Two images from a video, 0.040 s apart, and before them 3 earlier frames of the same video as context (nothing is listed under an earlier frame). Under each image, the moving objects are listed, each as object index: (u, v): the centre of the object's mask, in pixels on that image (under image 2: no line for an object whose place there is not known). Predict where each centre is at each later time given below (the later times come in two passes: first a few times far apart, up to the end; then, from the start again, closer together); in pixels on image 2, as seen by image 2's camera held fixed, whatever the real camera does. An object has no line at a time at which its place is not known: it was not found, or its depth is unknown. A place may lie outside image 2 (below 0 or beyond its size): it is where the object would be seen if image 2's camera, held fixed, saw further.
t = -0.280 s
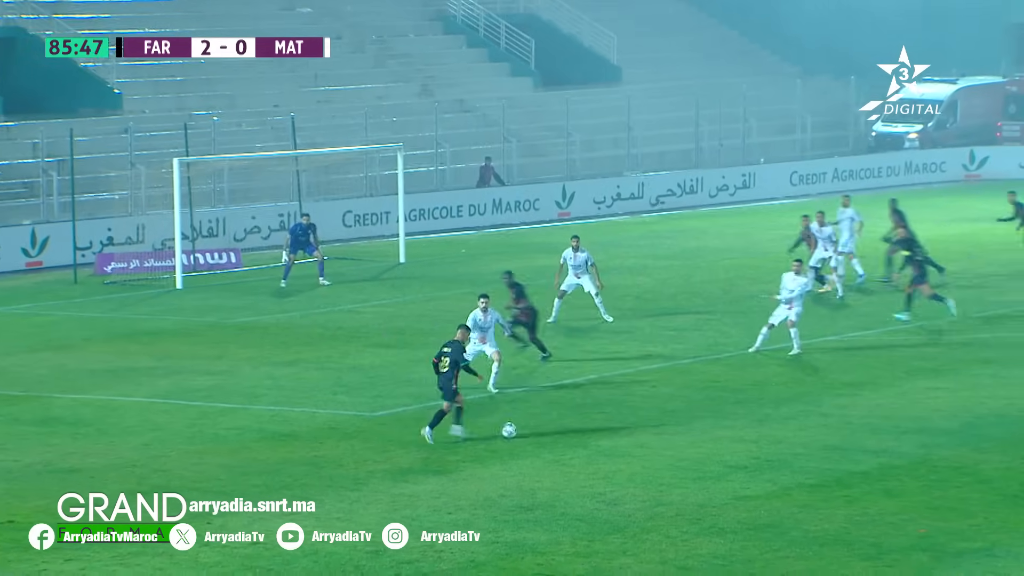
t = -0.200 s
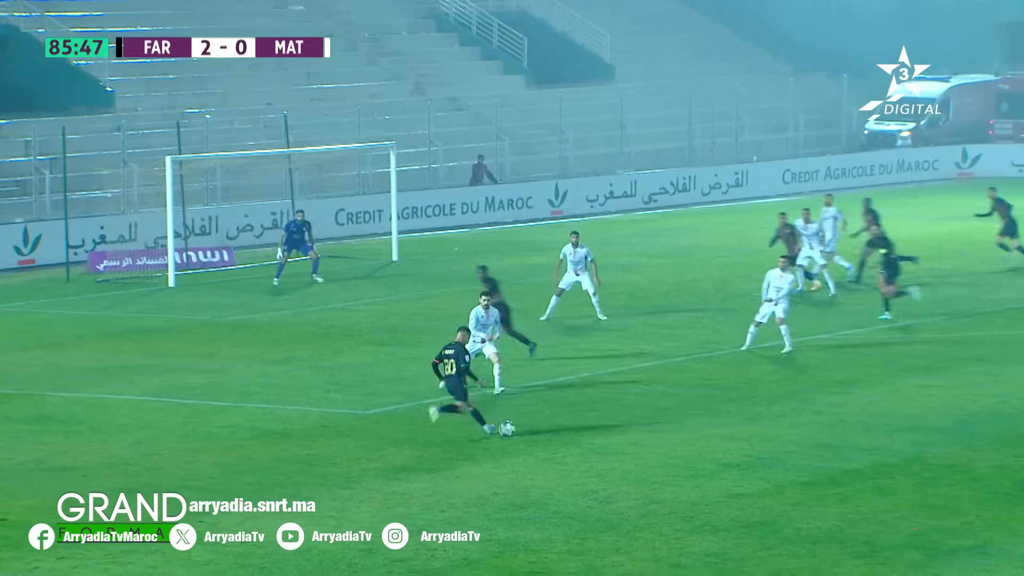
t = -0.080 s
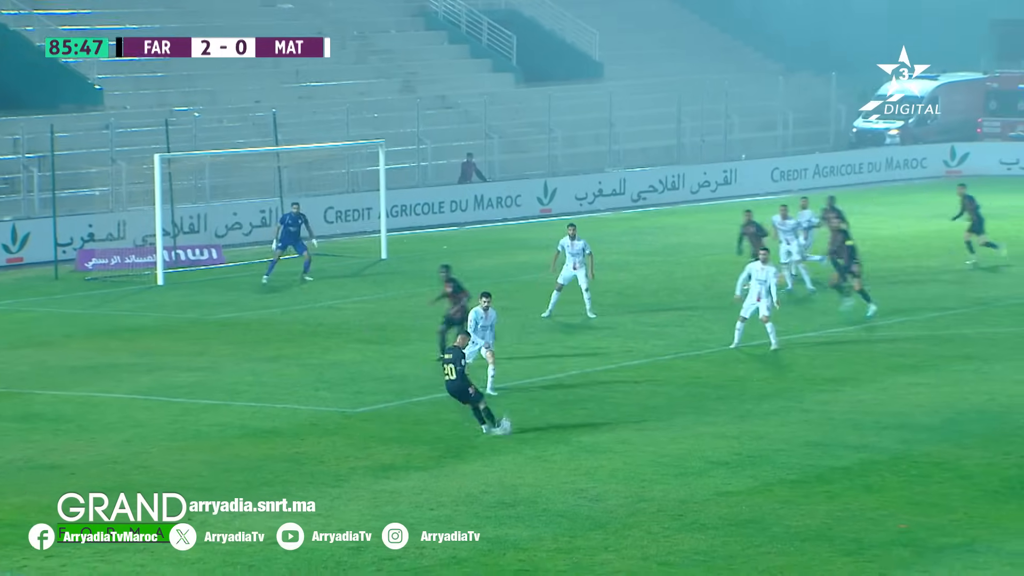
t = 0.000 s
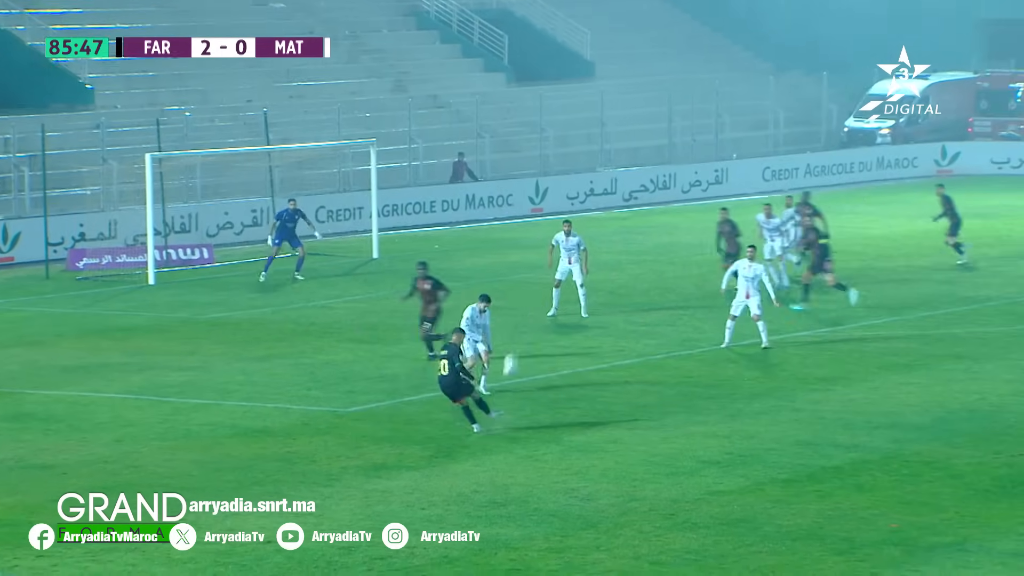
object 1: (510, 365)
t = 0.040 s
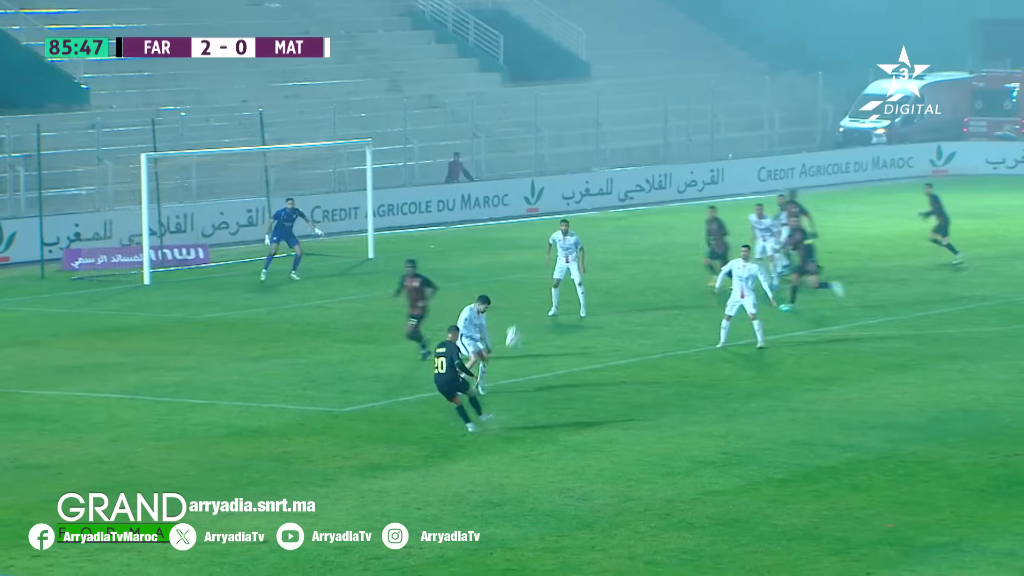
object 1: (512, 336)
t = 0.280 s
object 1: (536, 204)
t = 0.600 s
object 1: (540, 107)
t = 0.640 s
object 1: (538, 99)
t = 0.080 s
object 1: (518, 310)
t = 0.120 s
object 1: (523, 285)
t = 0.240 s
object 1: (534, 222)
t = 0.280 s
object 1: (536, 204)
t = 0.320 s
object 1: (537, 189)
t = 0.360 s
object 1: (540, 172)
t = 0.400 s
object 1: (541, 159)
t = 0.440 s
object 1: (542, 146)
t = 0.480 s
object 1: (542, 134)
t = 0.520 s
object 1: (542, 124)
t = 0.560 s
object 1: (541, 115)
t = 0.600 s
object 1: (540, 107)
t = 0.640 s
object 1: (538, 99)
